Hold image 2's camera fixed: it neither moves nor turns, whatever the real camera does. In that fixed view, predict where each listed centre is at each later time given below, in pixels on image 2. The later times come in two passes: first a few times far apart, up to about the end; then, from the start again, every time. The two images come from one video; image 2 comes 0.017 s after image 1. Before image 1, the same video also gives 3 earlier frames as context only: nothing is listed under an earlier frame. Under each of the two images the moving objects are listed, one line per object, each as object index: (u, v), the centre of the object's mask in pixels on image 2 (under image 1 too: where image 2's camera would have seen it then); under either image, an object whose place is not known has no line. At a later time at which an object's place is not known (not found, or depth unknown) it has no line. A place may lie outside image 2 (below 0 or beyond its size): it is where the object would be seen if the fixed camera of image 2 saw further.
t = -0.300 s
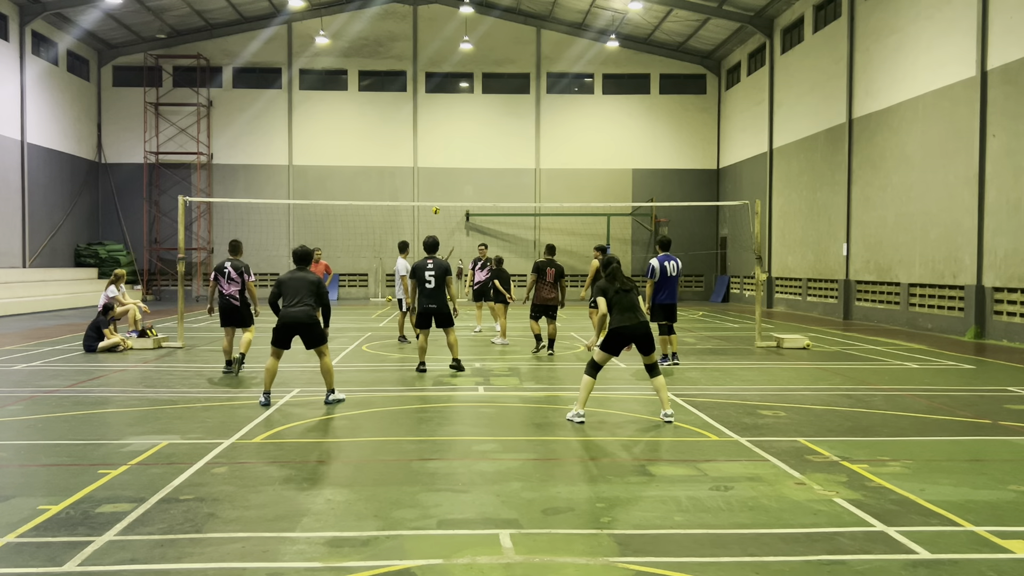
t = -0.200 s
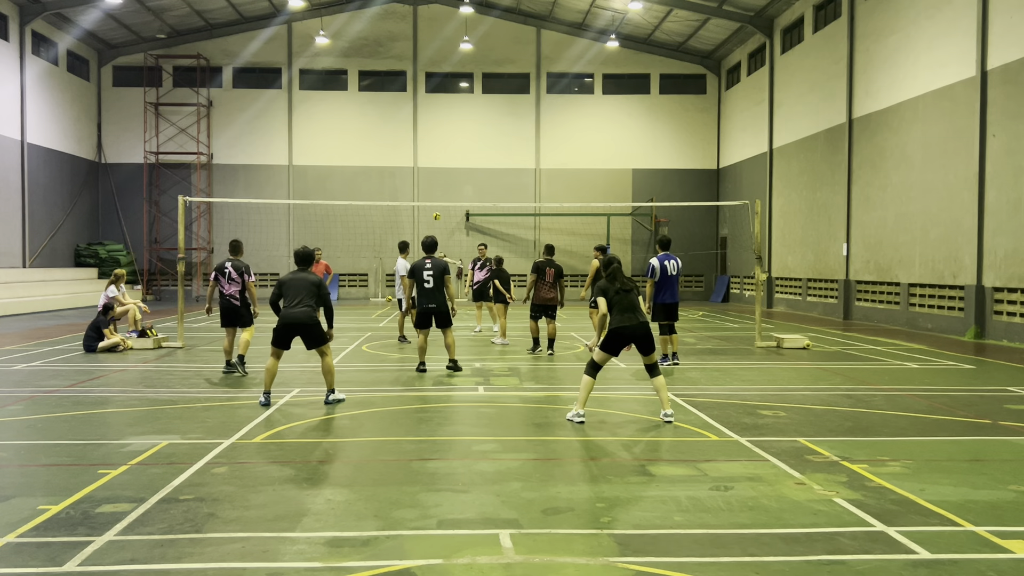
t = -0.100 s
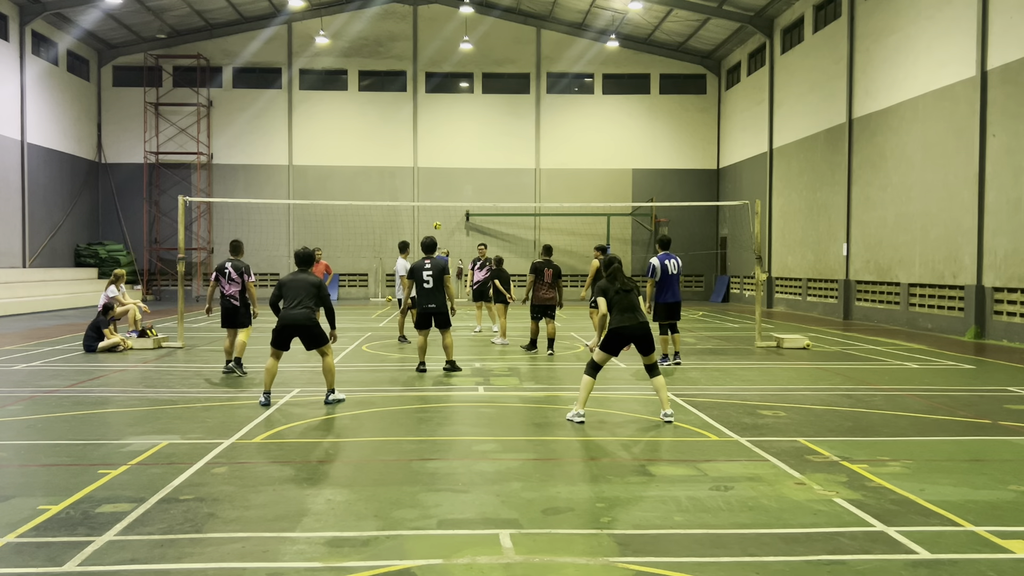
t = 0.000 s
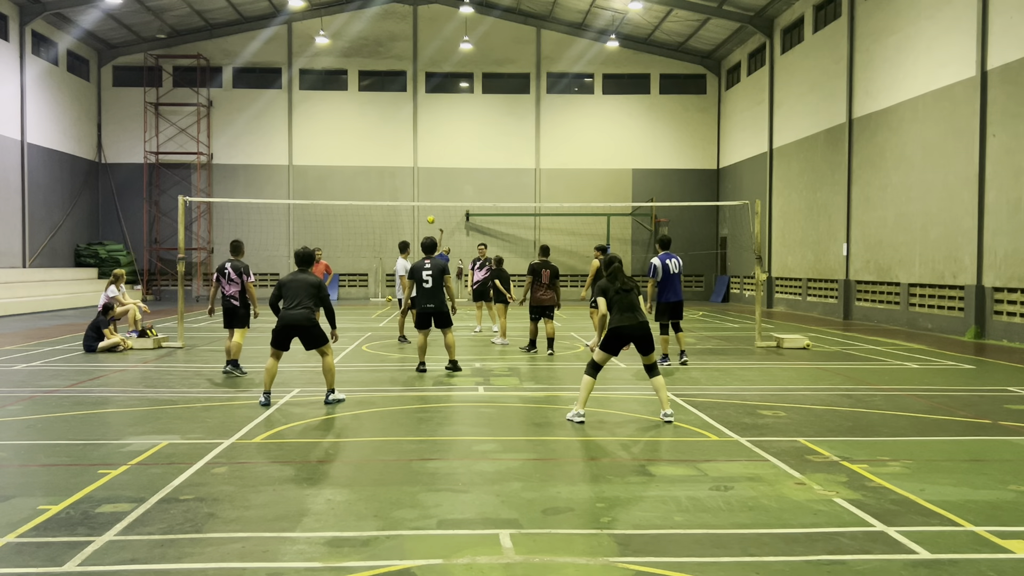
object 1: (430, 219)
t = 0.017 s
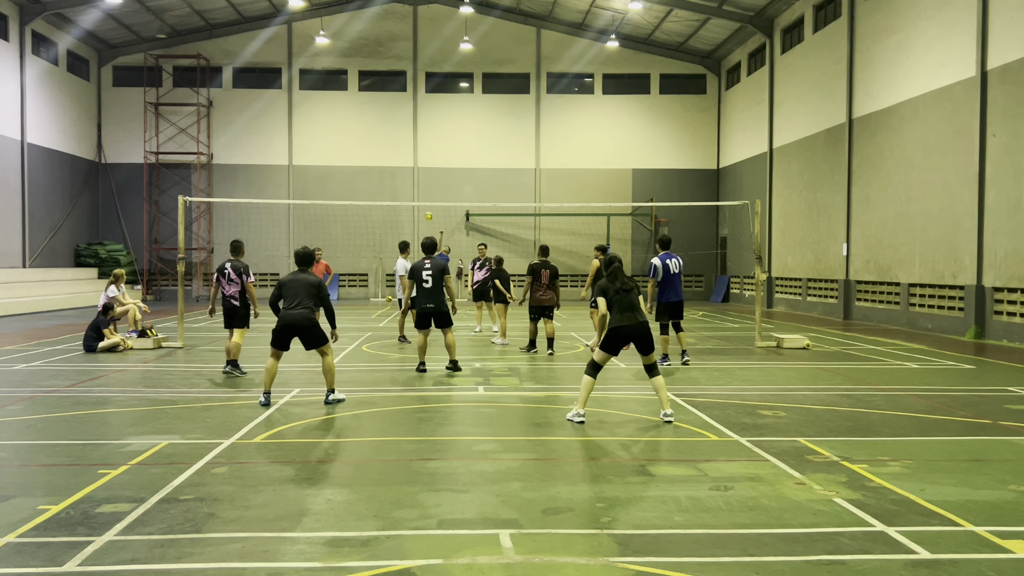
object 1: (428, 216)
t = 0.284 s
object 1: (387, 172)
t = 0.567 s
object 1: (325, 155)
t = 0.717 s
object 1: (283, 162)
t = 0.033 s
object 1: (426, 213)
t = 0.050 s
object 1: (424, 209)
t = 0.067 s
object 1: (421, 207)
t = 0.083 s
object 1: (420, 204)
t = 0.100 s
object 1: (418, 199)
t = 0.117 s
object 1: (415, 197)
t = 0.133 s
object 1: (412, 195)
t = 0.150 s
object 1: (409, 192)
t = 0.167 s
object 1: (407, 189)
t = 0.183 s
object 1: (404, 186)
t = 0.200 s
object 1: (401, 184)
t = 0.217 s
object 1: (399, 181)
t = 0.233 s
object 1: (396, 179)
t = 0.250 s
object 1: (393, 176)
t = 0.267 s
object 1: (390, 174)
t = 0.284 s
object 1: (387, 172)
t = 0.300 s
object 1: (384, 170)
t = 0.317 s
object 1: (381, 169)
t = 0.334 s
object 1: (378, 167)
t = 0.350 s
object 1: (375, 165)
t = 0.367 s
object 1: (371, 164)
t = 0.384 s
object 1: (368, 162)
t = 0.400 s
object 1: (364, 161)
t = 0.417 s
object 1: (361, 159)
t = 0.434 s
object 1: (357, 158)
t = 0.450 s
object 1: (353, 158)
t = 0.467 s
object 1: (349, 157)
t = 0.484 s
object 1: (346, 156)
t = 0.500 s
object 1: (342, 155)
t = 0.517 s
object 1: (338, 155)
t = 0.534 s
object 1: (333, 155)
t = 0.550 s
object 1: (330, 154)
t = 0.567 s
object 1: (325, 155)
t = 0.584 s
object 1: (321, 154)
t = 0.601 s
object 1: (317, 155)
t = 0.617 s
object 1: (312, 156)
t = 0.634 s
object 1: (308, 156)
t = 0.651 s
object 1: (303, 157)
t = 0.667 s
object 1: (298, 158)
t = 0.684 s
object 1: (292, 159)
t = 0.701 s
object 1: (288, 160)
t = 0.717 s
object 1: (283, 162)
